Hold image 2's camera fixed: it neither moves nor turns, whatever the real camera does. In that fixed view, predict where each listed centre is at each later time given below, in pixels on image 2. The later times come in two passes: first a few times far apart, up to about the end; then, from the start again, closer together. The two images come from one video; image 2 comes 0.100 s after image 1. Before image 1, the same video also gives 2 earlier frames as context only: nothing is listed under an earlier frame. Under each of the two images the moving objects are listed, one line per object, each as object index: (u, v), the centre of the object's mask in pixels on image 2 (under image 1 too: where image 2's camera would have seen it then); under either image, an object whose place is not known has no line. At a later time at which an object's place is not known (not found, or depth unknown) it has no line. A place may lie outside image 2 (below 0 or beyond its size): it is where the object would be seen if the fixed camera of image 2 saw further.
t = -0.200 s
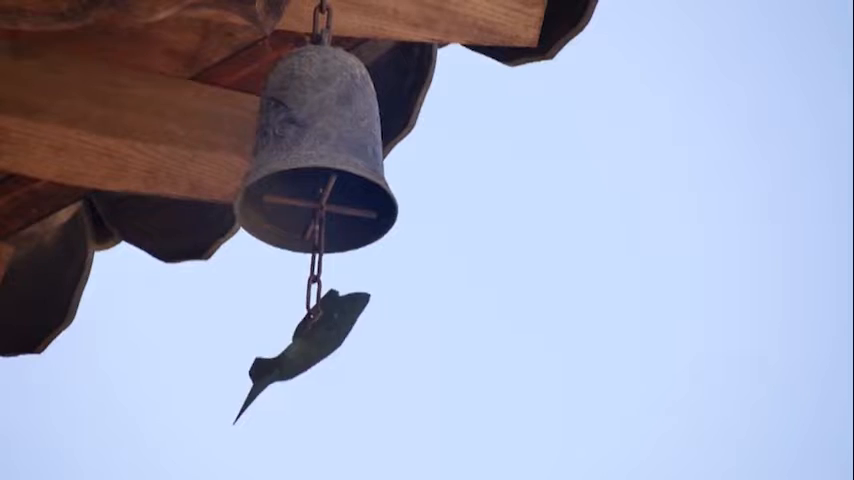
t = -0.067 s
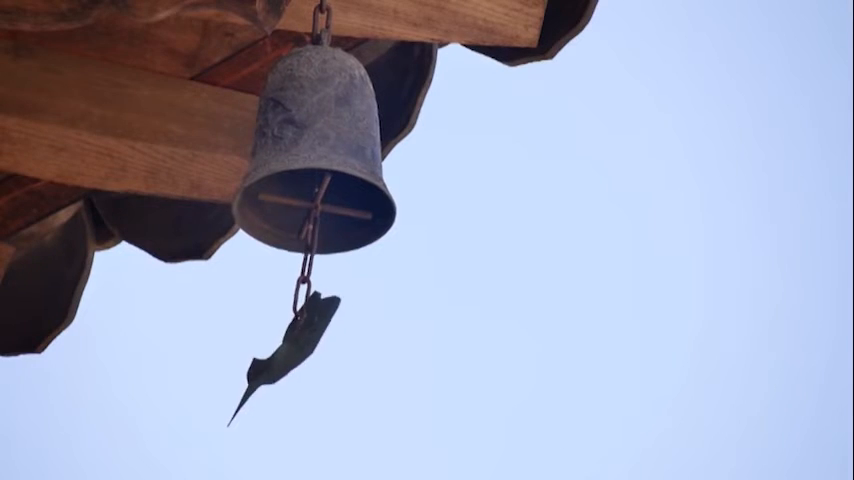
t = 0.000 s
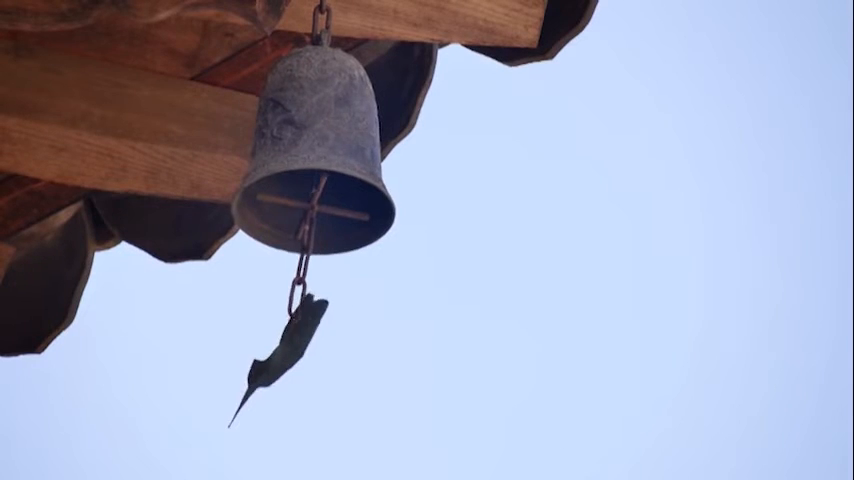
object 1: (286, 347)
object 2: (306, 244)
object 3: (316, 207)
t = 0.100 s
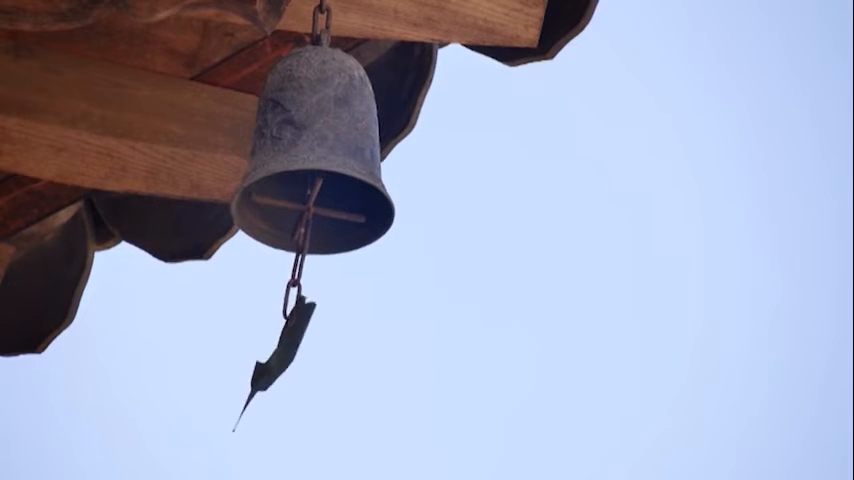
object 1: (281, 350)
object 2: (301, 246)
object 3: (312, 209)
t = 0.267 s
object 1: (282, 356)
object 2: (302, 250)
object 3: (307, 210)
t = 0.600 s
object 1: (309, 350)
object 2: (319, 245)
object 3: (320, 207)
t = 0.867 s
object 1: (312, 340)
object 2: (319, 243)
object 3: (320, 206)
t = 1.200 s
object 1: (288, 348)
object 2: (306, 248)
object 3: (311, 206)
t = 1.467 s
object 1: (297, 351)
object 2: (309, 252)
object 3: (312, 210)
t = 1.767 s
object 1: (323, 346)
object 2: (325, 249)
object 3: (325, 207)
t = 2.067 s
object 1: (322, 346)
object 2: (323, 247)
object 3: (322, 207)
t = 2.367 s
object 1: (298, 354)
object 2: (310, 253)
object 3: (317, 209)
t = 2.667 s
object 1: (303, 354)
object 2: (312, 253)
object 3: (312, 210)
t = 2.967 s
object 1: (324, 349)
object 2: (326, 249)
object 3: (324, 206)
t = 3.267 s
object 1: (319, 345)
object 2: (321, 248)
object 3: (319, 206)
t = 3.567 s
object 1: (300, 353)
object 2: (311, 252)
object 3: (313, 208)
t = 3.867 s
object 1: (309, 355)
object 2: (315, 253)
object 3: (315, 208)
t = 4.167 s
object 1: (326, 348)
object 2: (326, 248)
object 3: (325, 206)
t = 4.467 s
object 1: (320, 350)
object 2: (321, 251)
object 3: (320, 206)
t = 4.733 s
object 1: (297, 350)
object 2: (310, 249)
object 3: (314, 209)
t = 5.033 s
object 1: (299, 350)
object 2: (311, 253)
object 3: (313, 208)
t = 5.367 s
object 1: (310, 348)
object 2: (319, 244)
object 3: (320, 205)
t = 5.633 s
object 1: (308, 353)
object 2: (316, 245)
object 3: (316, 208)
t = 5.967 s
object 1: (305, 356)
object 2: (314, 249)
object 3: (314, 210)
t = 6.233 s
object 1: (323, 354)
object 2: (322, 247)
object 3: (319, 209)
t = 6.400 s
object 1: (330, 352)
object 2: (327, 246)
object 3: (326, 208)
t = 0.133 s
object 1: (281, 351)
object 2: (301, 246)
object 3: (312, 210)
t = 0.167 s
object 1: (280, 352)
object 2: (301, 246)
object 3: (311, 209)
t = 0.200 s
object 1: (280, 354)
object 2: (301, 248)
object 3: (311, 209)
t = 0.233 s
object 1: (280, 356)
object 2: (301, 249)
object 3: (312, 211)
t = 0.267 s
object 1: (282, 356)
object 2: (302, 250)
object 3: (307, 210)
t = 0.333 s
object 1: (286, 357)
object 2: (305, 250)
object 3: (310, 210)
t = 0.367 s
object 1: (288, 357)
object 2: (306, 249)
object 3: (311, 210)
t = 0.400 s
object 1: (292, 356)
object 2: (308, 248)
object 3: (313, 209)
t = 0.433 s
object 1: (295, 356)
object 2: (310, 248)
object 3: (313, 211)
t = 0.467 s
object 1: (298, 355)
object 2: (312, 248)
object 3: (316, 210)
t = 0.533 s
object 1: (304, 352)
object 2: (316, 247)
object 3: (318, 208)
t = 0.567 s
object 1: (307, 351)
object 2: (318, 246)
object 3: (318, 208)
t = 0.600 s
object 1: (309, 350)
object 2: (319, 245)
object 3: (320, 207)
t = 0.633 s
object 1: (311, 349)
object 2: (320, 245)
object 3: (321, 207)
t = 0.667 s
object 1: (313, 348)
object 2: (321, 244)
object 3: (322, 206)
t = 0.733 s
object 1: (315, 344)
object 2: (322, 243)
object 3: (322, 206)
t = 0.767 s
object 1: (315, 343)
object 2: (322, 244)
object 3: (322, 206)
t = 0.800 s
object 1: (314, 342)
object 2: (321, 243)
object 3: (322, 206)
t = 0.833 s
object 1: (314, 341)
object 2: (320, 243)
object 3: (321, 206)
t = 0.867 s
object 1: (312, 340)
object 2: (319, 243)
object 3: (320, 206)
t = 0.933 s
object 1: (308, 340)
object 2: (316, 244)
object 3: (318, 205)
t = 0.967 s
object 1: (306, 340)
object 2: (315, 244)
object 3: (317, 206)
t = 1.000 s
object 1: (303, 341)
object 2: (313, 245)
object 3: (315, 206)
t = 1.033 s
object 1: (300, 342)
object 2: (312, 246)
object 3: (315, 206)
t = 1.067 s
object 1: (297, 343)
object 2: (310, 246)
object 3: (313, 206)
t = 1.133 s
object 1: (292, 345)
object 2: (308, 247)
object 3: (311, 206)
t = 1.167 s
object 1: (290, 347)
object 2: (306, 248)
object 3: (311, 205)
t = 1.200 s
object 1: (288, 348)
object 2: (306, 248)
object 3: (311, 206)
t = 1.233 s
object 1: (287, 348)
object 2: (305, 250)
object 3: (310, 207)
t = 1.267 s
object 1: (287, 349)
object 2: (305, 250)
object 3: (316, 208)
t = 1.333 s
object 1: (288, 350)
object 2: (306, 251)
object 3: (316, 208)
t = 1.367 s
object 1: (289, 350)
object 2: (306, 251)
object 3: (311, 209)
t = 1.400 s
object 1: (291, 351)
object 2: (307, 251)
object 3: (312, 209)
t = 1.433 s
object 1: (294, 351)
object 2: (308, 253)
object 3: (312, 210)
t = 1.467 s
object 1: (297, 351)
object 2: (309, 252)
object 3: (312, 210)
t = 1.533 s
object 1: (304, 351)
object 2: (312, 251)
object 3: (313, 208)
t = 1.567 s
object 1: (308, 351)
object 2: (314, 251)
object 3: (315, 209)
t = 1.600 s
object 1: (311, 351)
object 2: (316, 250)
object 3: (316, 208)
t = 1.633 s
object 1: (314, 350)
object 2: (318, 250)
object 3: (318, 208)
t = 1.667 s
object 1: (317, 349)
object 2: (319, 251)
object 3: (320, 207)
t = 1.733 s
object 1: (322, 347)
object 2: (323, 249)
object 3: (323, 207)
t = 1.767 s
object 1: (323, 346)
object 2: (325, 249)
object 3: (325, 207)
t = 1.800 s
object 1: (325, 345)
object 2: (326, 247)
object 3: (325, 207)
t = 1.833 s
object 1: (326, 344)
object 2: (327, 247)
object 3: (325, 207)
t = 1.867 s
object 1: (326, 344)
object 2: (328, 247)
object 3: (326, 207)
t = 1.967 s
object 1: (326, 344)
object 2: (327, 247)
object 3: (326, 206)
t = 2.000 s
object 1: (325, 345)
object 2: (326, 247)
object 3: (324, 206)
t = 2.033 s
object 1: (324, 346)
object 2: (325, 247)
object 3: (324, 206)
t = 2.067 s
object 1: (322, 346)
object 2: (323, 247)
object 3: (322, 207)
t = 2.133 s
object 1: (317, 348)
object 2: (320, 248)
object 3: (320, 205)
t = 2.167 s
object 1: (315, 349)
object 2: (318, 248)
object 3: (318, 207)
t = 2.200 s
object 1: (312, 350)
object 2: (317, 249)
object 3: (318, 206)
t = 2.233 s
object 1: (309, 351)
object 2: (315, 250)
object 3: (321, 208)
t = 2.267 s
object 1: (306, 352)
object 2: (313, 252)
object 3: (315, 208)
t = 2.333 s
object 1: (300, 353)
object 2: (311, 253)
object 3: (312, 209)
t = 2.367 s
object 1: (298, 354)
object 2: (310, 253)
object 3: (317, 209)
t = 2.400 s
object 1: (297, 354)
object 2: (309, 253)
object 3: (317, 210)
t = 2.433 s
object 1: (295, 354)
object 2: (309, 253)
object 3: (311, 210)
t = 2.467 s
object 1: (295, 355)
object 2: (308, 252)
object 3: (311, 210)
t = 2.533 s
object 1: (296, 355)
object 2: (308, 253)
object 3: (316, 210)
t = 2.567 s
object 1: (297, 355)
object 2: (309, 254)
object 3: (316, 210)
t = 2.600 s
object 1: (299, 355)
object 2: (309, 254)
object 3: (311, 210)
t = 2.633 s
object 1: (301, 355)
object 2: (310, 254)
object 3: (317, 210)
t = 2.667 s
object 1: (303, 354)
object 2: (312, 253)
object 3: (312, 210)
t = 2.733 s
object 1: (310, 354)
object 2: (314, 252)
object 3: (314, 210)
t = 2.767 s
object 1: (313, 353)
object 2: (316, 253)
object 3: (318, 209)
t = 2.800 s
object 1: (316, 353)
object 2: (318, 252)
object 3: (317, 209)
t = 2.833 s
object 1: (318, 353)
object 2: (320, 251)
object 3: (320, 209)
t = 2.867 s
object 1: (320, 352)
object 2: (322, 251)
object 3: (321, 208)
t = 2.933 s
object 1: (324, 350)
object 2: (325, 250)
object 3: (323, 207)
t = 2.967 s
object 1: (324, 349)
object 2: (326, 249)
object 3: (324, 206)
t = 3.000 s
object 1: (325, 348)
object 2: (327, 248)
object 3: (324, 207)
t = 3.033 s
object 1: (325, 347)
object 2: (327, 247)
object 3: (325, 207)
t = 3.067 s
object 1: (325, 346)
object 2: (327, 247)
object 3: (325, 206)
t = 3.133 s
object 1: (324, 345)
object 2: (326, 246)
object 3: (323, 207)
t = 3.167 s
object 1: (323, 345)
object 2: (325, 246)
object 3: (322, 206)
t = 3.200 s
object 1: (322, 345)
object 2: (324, 246)
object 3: (321, 207)
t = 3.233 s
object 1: (321, 345)
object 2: (323, 247)
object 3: (320, 207)
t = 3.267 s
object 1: (319, 345)
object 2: (321, 248)
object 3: (319, 206)
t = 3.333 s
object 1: (315, 347)
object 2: (318, 249)
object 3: (317, 207)
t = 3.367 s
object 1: (312, 348)
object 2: (317, 248)
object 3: (316, 207)
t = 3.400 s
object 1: (310, 348)
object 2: (315, 250)
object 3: (316, 206)
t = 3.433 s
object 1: (307, 350)
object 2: (314, 250)
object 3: (314, 207)
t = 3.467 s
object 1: (305, 350)
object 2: (313, 251)
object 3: (314, 207)
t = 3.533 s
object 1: (301, 352)
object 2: (311, 252)
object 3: (313, 209)
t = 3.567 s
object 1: (300, 353)
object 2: (311, 252)
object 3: (313, 208)
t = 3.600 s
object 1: (299, 354)
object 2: (311, 252)
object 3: (312, 209)
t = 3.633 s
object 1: (299, 355)
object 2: (310, 253)
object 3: (312, 209)
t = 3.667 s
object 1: (299, 355)
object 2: (310, 253)
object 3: (318, 209)
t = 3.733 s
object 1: (301, 356)
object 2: (311, 253)
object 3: (313, 209)
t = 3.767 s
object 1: (303, 356)
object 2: (311, 254)
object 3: (313, 209)
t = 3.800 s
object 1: (305, 356)
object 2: (312, 254)
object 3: (313, 209)
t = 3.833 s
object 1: (307, 355)
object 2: (313, 253)
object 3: (314, 209)
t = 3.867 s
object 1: (309, 355)
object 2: (315, 253)
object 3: (315, 208)
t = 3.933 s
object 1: (314, 353)
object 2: (317, 253)
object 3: (317, 209)
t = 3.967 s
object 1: (316, 353)
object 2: (319, 252)
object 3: (319, 208)
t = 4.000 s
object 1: (318, 352)
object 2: (320, 251)
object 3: (326, 208)
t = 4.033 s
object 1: (320, 351)
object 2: (322, 250)
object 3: (321, 207)
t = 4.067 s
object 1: (322, 350)
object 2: (323, 250)
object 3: (322, 207)
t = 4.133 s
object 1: (325, 349)
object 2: (325, 248)
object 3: (324, 206)
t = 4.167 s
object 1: (326, 348)
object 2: (326, 248)
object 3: (325, 206)
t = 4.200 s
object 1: (327, 348)
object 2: (327, 248)
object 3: (326, 205)
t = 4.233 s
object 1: (327, 348)
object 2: (327, 248)
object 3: (326, 205)
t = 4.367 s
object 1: (325, 348)
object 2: (325, 249)
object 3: (323, 206)
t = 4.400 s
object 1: (324, 349)
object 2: (324, 249)
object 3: (323, 205)
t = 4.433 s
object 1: (322, 349)
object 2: (322, 249)
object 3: (321, 206)
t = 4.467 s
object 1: (320, 350)
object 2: (321, 251)
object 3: (320, 206)
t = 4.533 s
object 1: (314, 350)
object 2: (318, 249)
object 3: (317, 207)
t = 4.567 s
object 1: (311, 350)
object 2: (316, 250)
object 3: (317, 207)
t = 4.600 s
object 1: (308, 350)
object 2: (315, 250)
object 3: (316, 206)
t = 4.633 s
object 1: (305, 350)
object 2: (313, 250)
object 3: (314, 208)
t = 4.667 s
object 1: (302, 350)
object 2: (312, 250)
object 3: (314, 208)
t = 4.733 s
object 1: (297, 350)
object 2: (310, 249)
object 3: (314, 209)
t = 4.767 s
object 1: (295, 350)
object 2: (309, 250)
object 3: (312, 209)
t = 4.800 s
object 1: (294, 350)
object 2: (309, 249)
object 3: (312, 209)
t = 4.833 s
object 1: (293, 350)
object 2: (309, 249)
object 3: (312, 208)
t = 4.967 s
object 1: (295, 350)
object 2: (309, 250)
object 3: (314, 208)
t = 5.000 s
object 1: (297, 350)
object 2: (310, 250)
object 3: (314, 208)
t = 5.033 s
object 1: (299, 350)
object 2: (311, 253)
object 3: (313, 208)
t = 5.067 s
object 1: (301, 349)
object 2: (312, 248)
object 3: (314, 208)
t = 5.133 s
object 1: (304, 348)
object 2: (314, 246)
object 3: (316, 207)
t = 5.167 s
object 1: (306, 348)
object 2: (315, 247)
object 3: (317, 208)
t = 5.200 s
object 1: (307, 347)
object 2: (317, 245)
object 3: (317, 208)
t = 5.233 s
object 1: (308, 347)
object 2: (318, 245)
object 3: (318, 207)
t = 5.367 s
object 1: (310, 348)
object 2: (319, 244)
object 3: (320, 205)
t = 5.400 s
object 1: (311, 348)
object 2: (319, 245)
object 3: (320, 206)
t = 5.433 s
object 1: (311, 349)
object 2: (319, 245)
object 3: (319, 206)
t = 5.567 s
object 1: (310, 351)
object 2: (317, 245)
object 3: (318, 206)
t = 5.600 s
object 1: (309, 352)
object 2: (317, 245)
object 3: (317, 207)
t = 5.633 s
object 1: (308, 353)
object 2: (316, 245)
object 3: (316, 208)
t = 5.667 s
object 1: (307, 353)
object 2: (315, 246)
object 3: (316, 207)
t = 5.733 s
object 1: (305, 354)
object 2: (314, 247)
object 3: (315, 208)
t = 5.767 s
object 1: (304, 354)
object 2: (314, 247)
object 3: (314, 209)
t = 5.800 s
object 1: (303, 355)
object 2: (313, 247)
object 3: (314, 209)
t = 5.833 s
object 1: (303, 355)
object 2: (313, 248)
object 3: (314, 209)
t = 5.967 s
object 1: (305, 356)
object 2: (314, 249)
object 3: (314, 210)
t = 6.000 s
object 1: (306, 356)
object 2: (314, 249)
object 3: (314, 210)
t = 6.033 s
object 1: (308, 357)
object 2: (315, 249)
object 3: (315, 208)
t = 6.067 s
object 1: (310, 357)
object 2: (316, 251)
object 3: (315, 210)
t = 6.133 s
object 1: (315, 356)
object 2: (318, 250)
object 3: (317, 208)
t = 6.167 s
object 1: (318, 355)
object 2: (319, 248)
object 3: (318, 209)
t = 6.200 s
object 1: (321, 355)
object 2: (320, 248)
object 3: (319, 209)
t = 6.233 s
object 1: (323, 354)
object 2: (322, 247)
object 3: (319, 209)
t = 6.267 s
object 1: (325, 354)
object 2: (323, 249)
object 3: (322, 208)
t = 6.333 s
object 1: (329, 353)
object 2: (326, 248)
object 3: (323, 208)
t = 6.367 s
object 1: (329, 352)
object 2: (326, 247)
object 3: (325, 207)
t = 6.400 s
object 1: (330, 352)
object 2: (327, 246)
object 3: (326, 208)
